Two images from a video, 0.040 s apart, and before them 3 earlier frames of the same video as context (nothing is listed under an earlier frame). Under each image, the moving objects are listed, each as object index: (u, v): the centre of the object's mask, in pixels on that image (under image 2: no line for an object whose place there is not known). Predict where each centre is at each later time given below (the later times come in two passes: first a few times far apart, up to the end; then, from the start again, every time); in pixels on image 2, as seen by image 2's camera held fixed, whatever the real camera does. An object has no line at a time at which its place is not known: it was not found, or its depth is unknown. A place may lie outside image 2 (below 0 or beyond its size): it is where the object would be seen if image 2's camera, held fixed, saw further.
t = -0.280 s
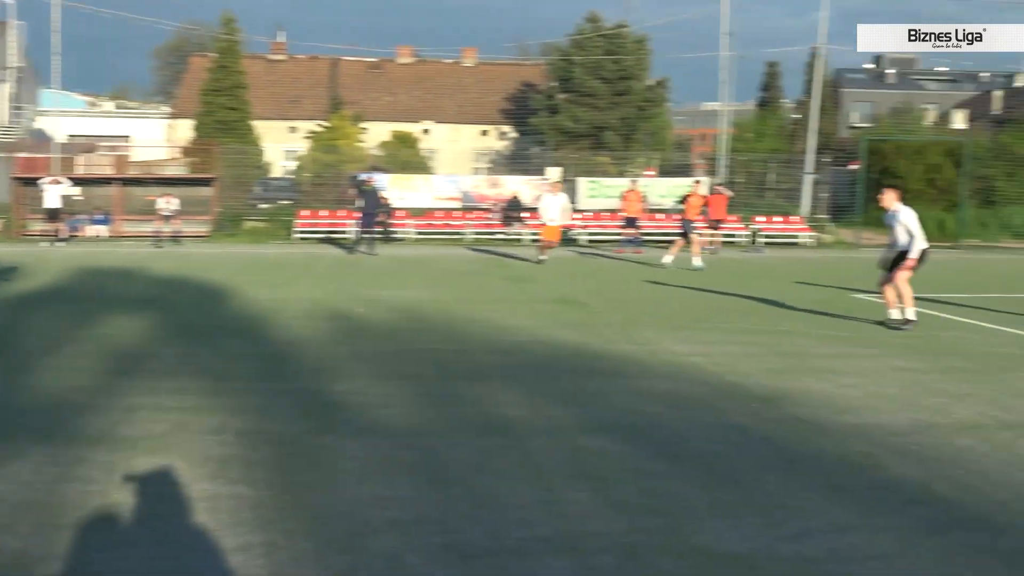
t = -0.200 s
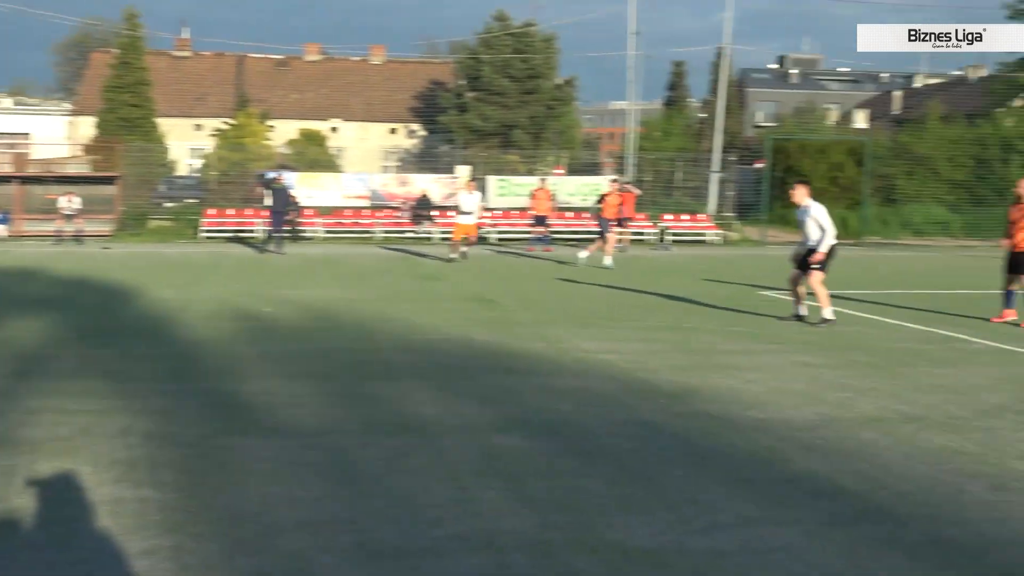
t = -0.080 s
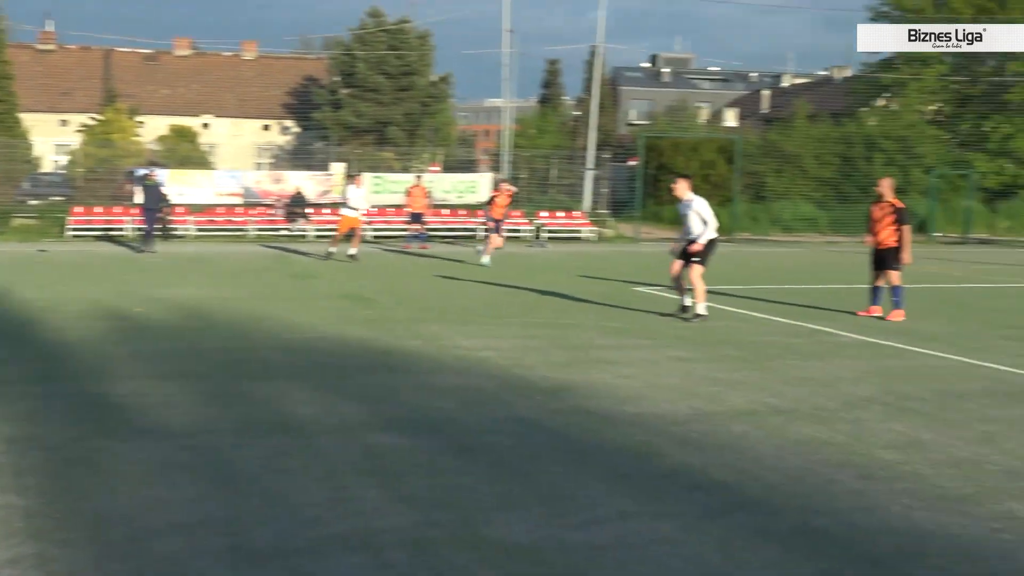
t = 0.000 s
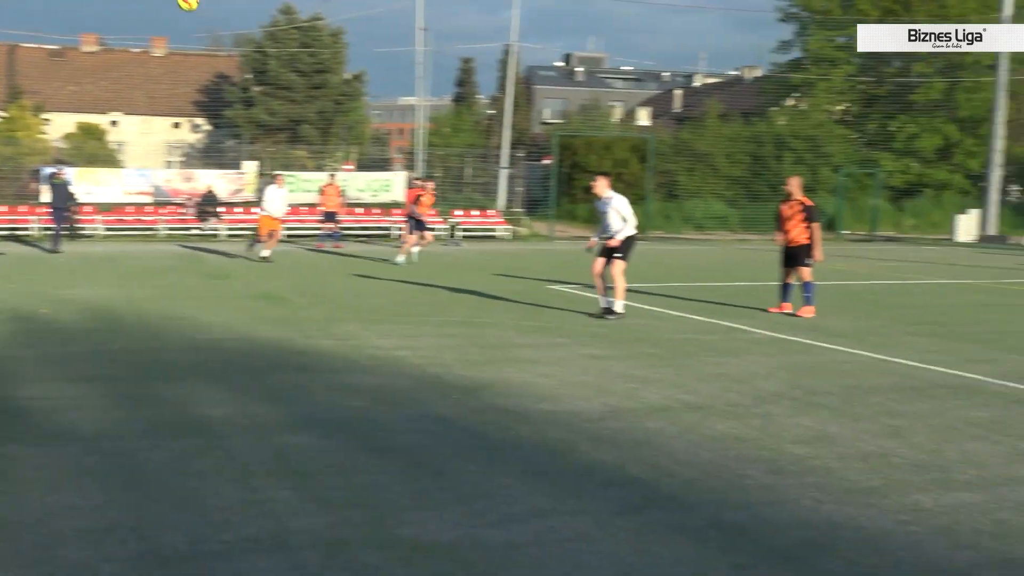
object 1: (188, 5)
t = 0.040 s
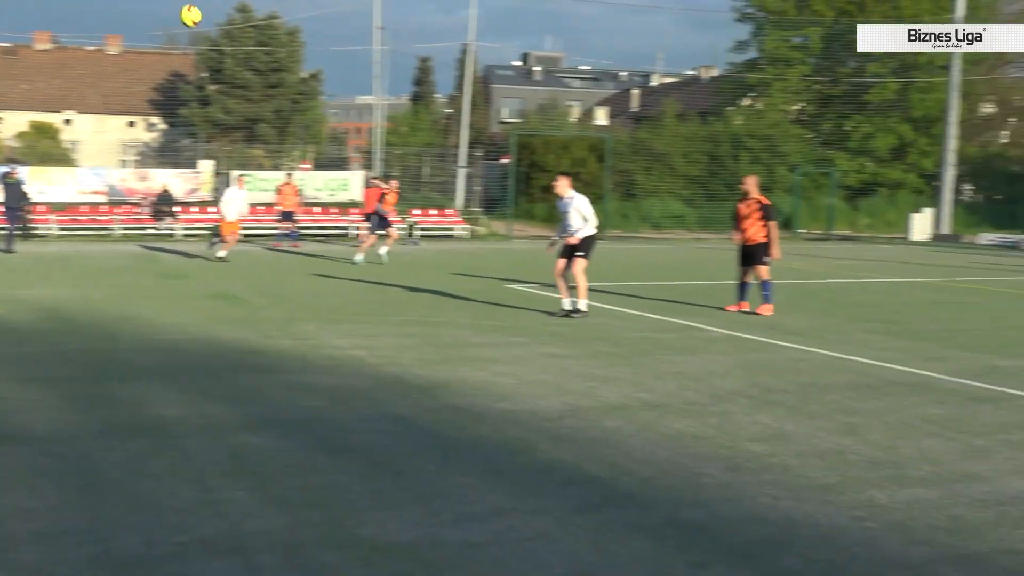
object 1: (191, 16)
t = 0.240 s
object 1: (407, 117)
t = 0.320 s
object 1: (480, 159)
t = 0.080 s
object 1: (238, 35)
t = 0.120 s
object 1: (282, 55)
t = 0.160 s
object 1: (326, 76)
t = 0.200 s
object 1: (367, 96)
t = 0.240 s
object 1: (407, 117)
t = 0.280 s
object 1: (445, 137)
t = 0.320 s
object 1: (480, 159)
